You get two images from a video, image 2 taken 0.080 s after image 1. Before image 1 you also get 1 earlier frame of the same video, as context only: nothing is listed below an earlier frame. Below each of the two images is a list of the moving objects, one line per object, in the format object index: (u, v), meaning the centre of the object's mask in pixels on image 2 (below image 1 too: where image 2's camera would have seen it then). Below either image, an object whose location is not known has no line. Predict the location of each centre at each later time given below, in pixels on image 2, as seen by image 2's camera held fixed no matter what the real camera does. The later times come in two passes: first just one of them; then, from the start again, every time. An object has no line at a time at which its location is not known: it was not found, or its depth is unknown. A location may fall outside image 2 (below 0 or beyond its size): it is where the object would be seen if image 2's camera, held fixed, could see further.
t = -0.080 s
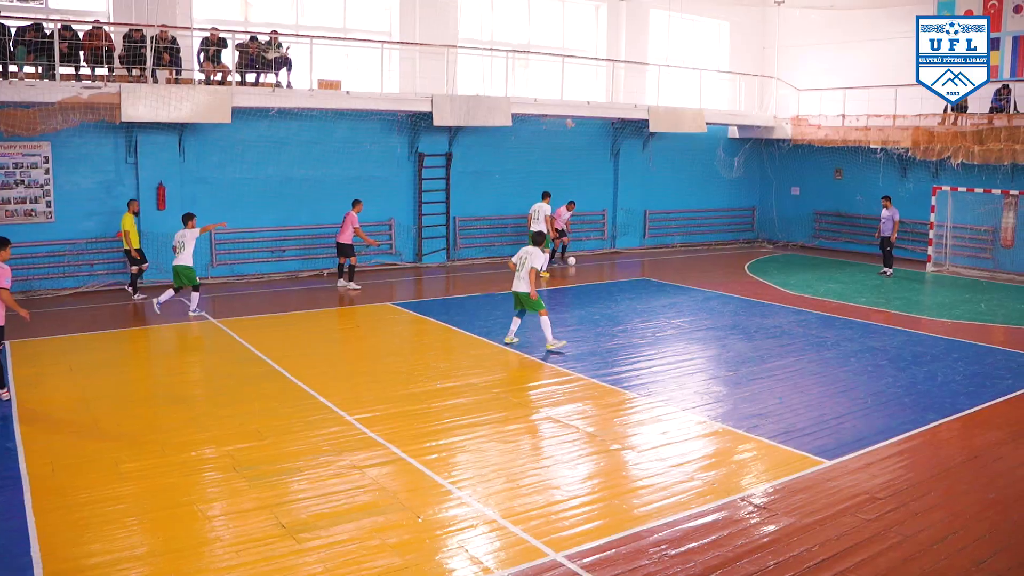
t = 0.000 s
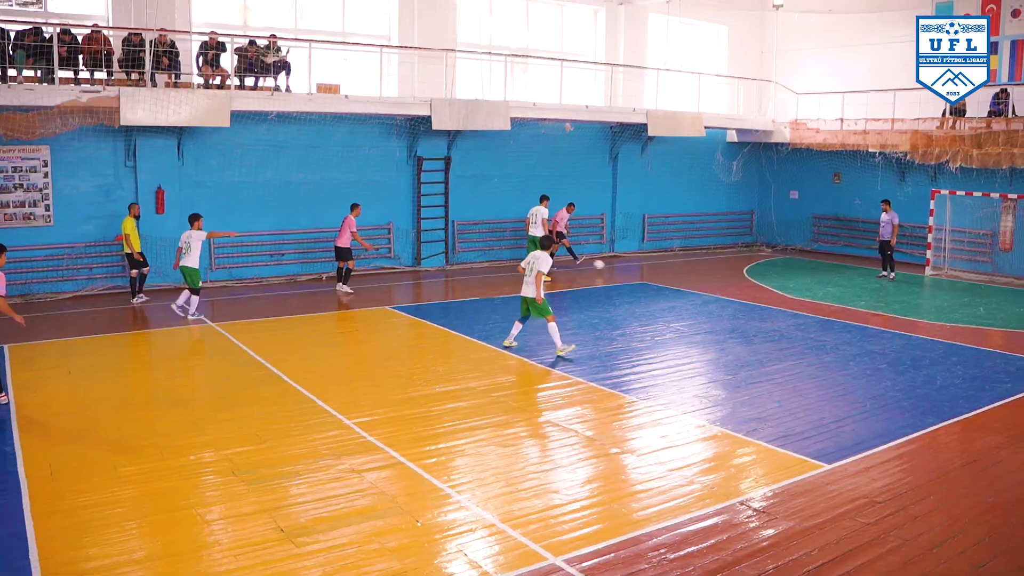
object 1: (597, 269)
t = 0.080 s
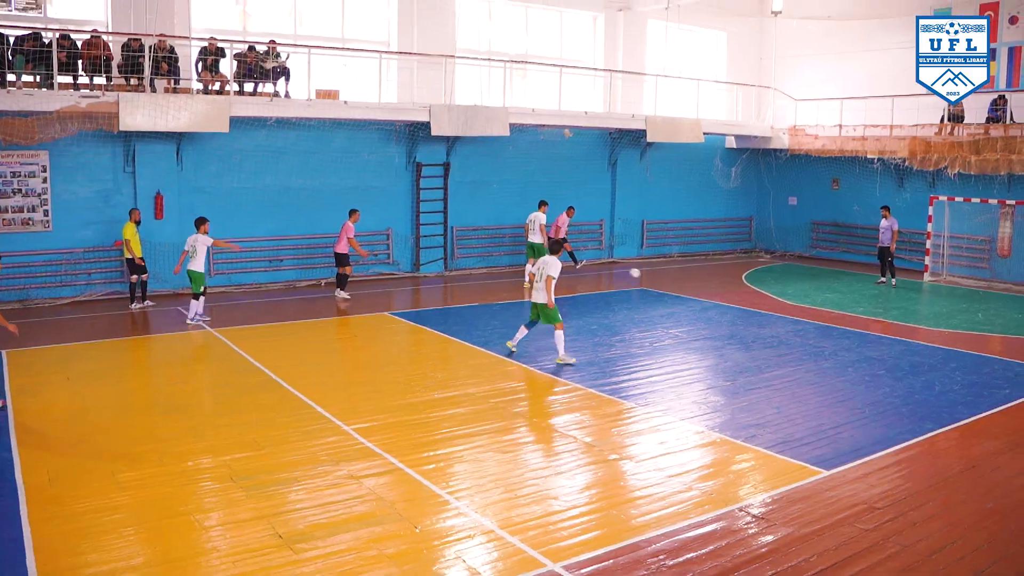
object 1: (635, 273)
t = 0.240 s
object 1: (712, 290)
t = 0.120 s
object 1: (654, 275)
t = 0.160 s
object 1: (672, 279)
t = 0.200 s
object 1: (692, 284)
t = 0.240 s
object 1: (712, 290)
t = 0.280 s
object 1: (733, 297)
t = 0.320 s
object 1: (754, 301)
